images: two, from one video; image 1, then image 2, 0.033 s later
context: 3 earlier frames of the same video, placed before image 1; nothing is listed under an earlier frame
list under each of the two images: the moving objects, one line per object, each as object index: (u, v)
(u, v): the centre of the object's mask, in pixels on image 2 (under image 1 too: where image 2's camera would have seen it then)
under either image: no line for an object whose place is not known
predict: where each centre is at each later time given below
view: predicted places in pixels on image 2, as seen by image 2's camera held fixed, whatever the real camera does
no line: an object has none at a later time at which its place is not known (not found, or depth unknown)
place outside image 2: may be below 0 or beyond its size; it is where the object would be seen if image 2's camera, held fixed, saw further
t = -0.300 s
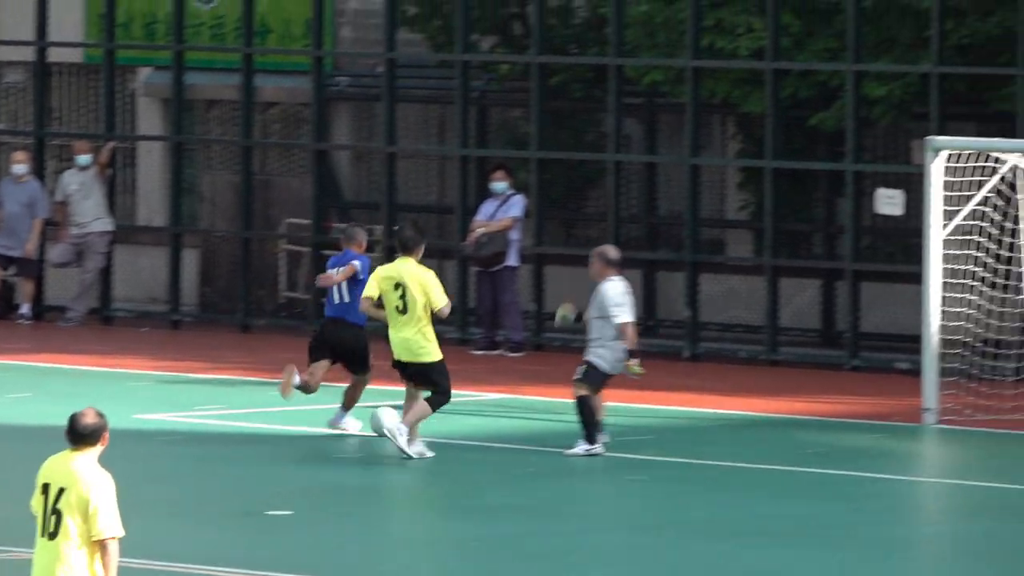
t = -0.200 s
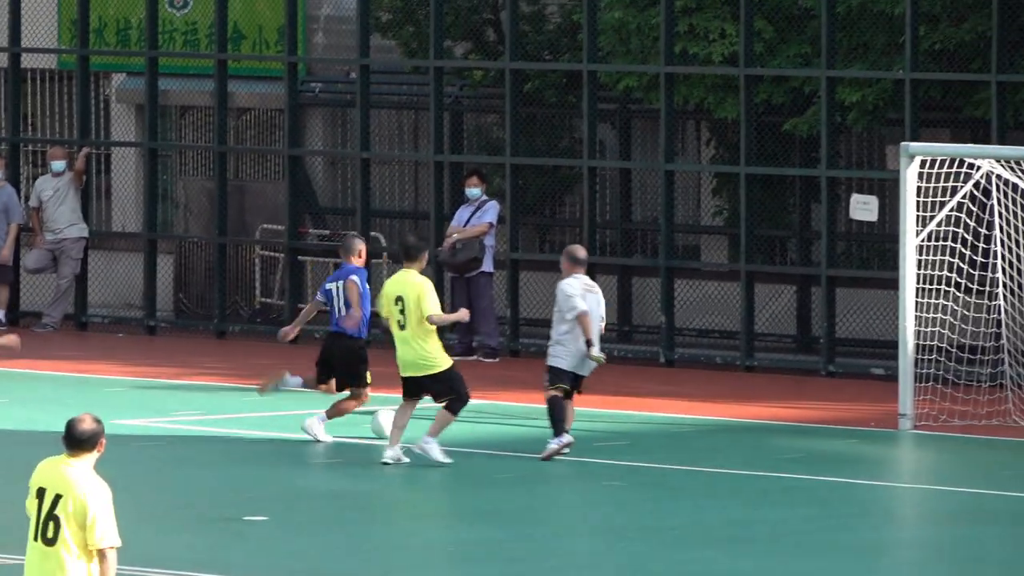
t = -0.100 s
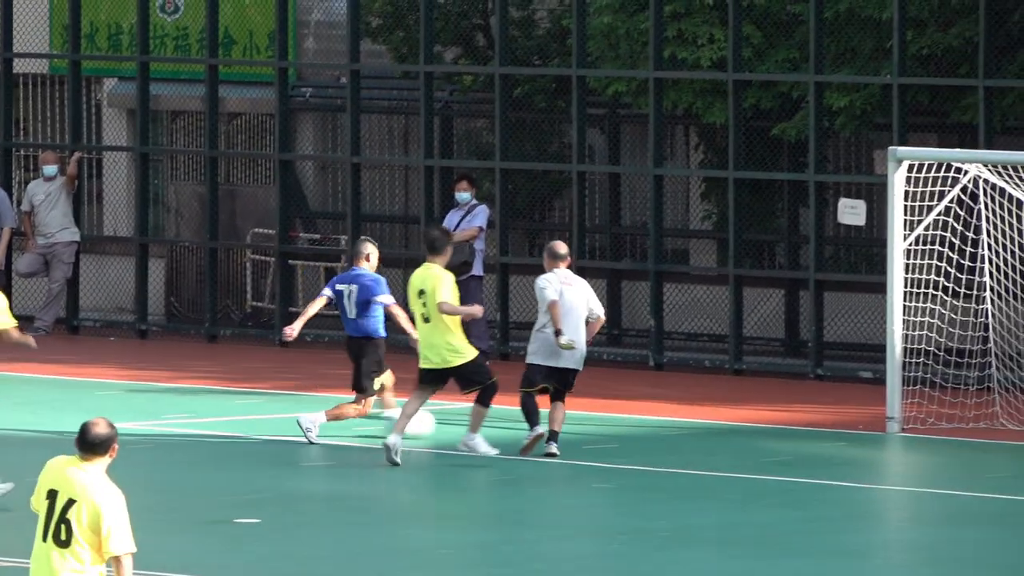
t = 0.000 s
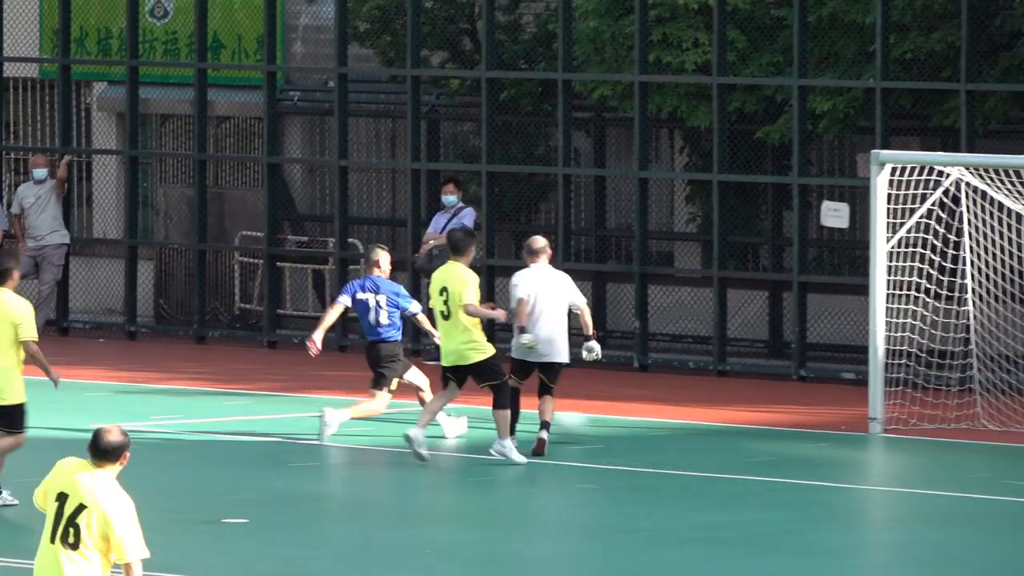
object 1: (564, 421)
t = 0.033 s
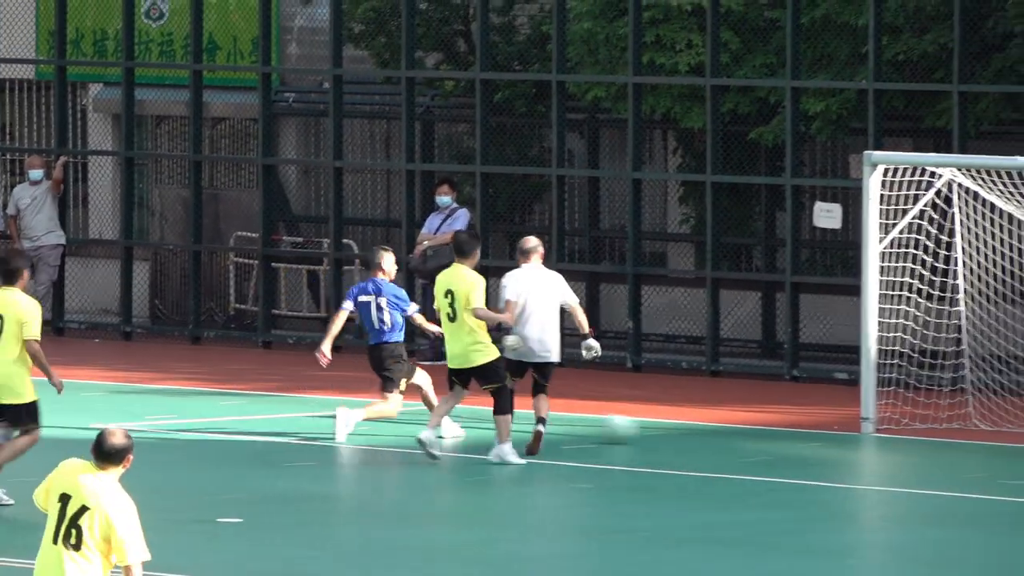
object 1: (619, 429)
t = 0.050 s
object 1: (648, 431)
